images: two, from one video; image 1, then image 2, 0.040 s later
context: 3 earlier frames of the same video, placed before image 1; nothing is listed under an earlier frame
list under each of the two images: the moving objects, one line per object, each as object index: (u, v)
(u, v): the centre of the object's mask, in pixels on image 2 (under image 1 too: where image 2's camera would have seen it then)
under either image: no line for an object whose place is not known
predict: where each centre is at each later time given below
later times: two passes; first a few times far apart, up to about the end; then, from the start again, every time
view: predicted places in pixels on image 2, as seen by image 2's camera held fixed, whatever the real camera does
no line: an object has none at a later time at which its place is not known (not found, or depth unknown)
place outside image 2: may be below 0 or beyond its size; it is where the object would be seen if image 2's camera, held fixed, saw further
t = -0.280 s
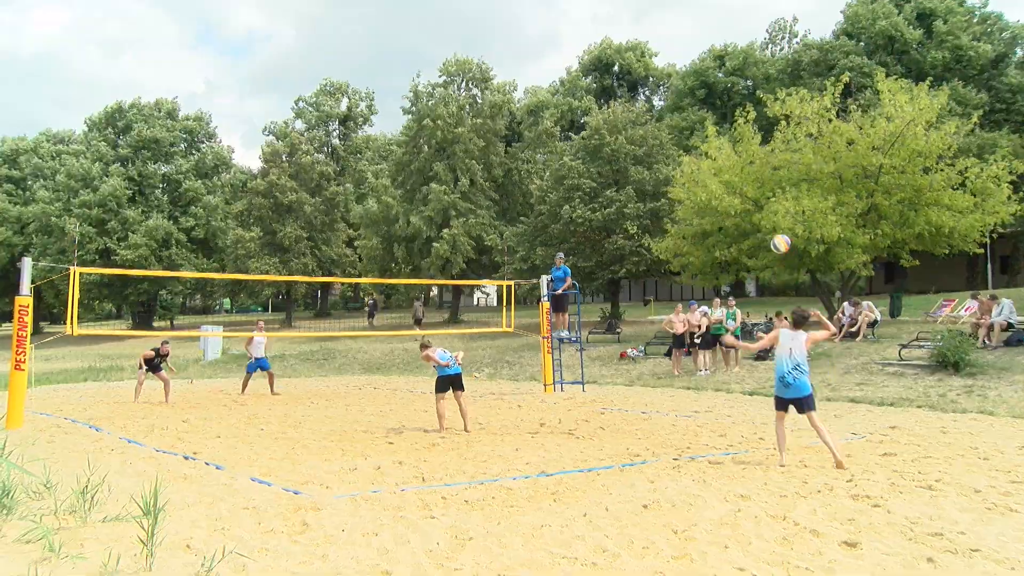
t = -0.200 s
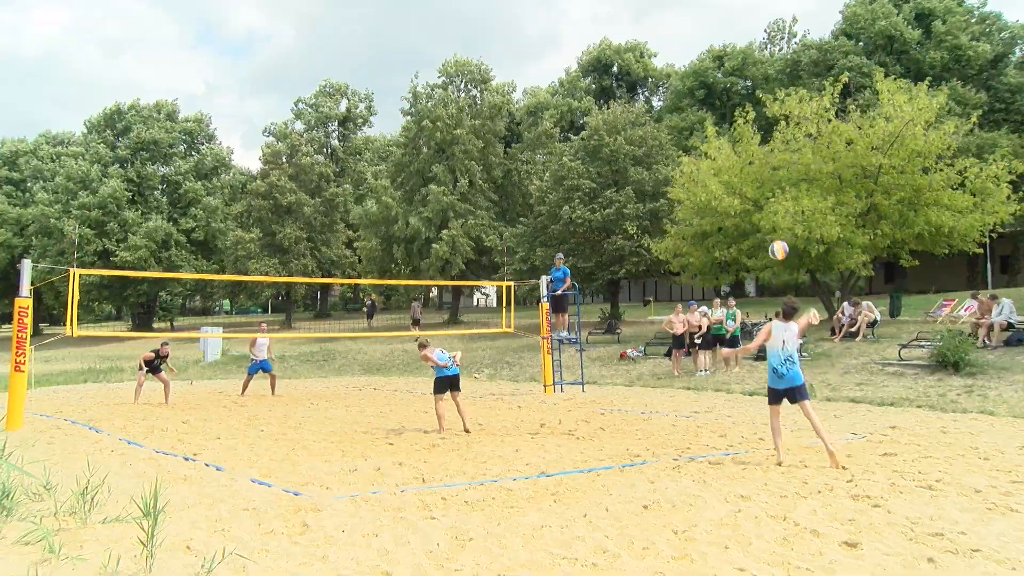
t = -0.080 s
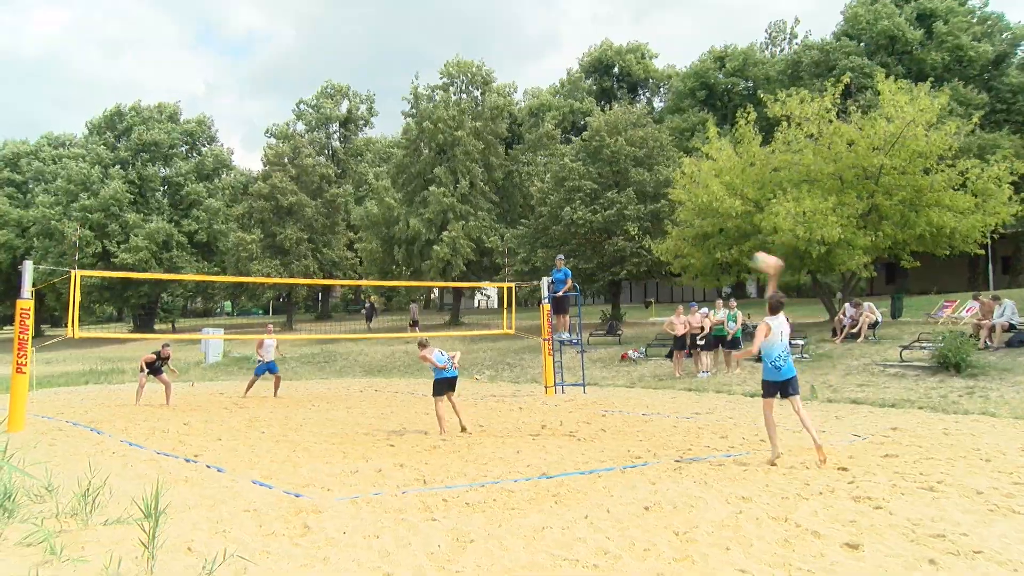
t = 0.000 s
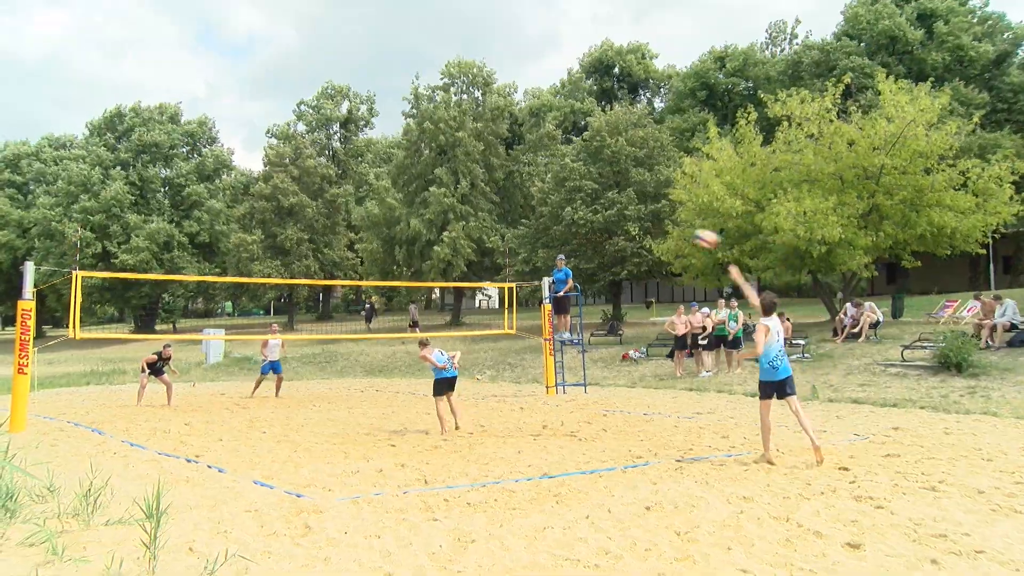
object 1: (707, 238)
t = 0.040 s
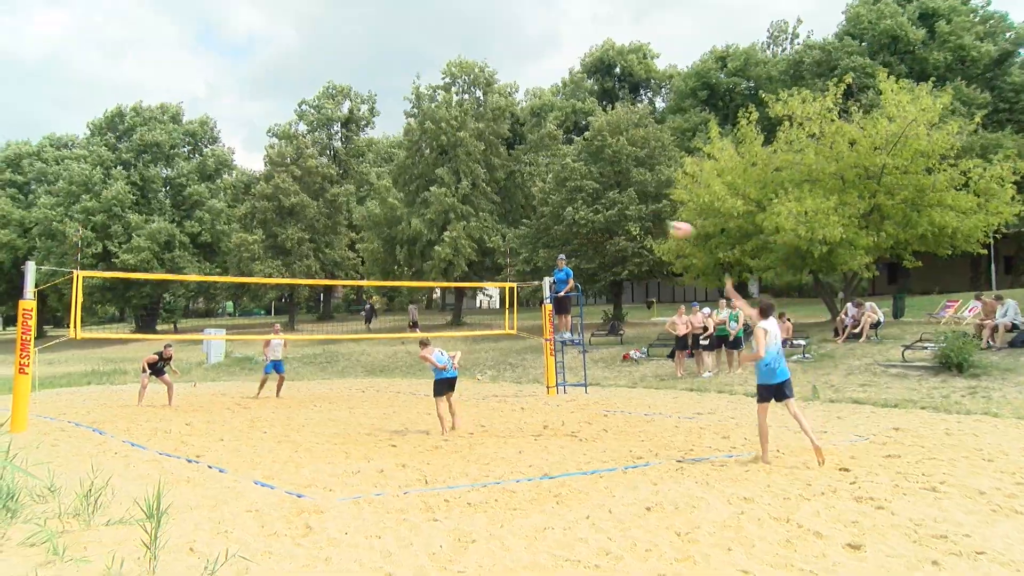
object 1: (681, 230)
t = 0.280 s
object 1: (553, 206)
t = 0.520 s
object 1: (465, 220)
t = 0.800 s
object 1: (393, 265)
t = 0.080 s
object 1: (655, 222)
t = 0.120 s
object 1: (632, 216)
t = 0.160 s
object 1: (610, 212)
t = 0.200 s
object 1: (591, 208)
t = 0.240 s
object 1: (571, 206)
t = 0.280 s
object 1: (553, 206)
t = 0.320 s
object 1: (537, 206)
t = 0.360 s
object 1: (520, 207)
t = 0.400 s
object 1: (505, 209)
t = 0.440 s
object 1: (491, 212)
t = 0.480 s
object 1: (477, 215)
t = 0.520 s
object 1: (465, 220)
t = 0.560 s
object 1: (453, 224)
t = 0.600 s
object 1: (442, 230)
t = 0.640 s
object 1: (431, 236)
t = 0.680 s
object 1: (421, 242)
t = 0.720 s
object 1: (411, 250)
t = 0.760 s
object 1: (402, 258)
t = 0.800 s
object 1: (393, 265)
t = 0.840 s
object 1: (386, 273)
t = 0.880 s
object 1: (379, 278)
